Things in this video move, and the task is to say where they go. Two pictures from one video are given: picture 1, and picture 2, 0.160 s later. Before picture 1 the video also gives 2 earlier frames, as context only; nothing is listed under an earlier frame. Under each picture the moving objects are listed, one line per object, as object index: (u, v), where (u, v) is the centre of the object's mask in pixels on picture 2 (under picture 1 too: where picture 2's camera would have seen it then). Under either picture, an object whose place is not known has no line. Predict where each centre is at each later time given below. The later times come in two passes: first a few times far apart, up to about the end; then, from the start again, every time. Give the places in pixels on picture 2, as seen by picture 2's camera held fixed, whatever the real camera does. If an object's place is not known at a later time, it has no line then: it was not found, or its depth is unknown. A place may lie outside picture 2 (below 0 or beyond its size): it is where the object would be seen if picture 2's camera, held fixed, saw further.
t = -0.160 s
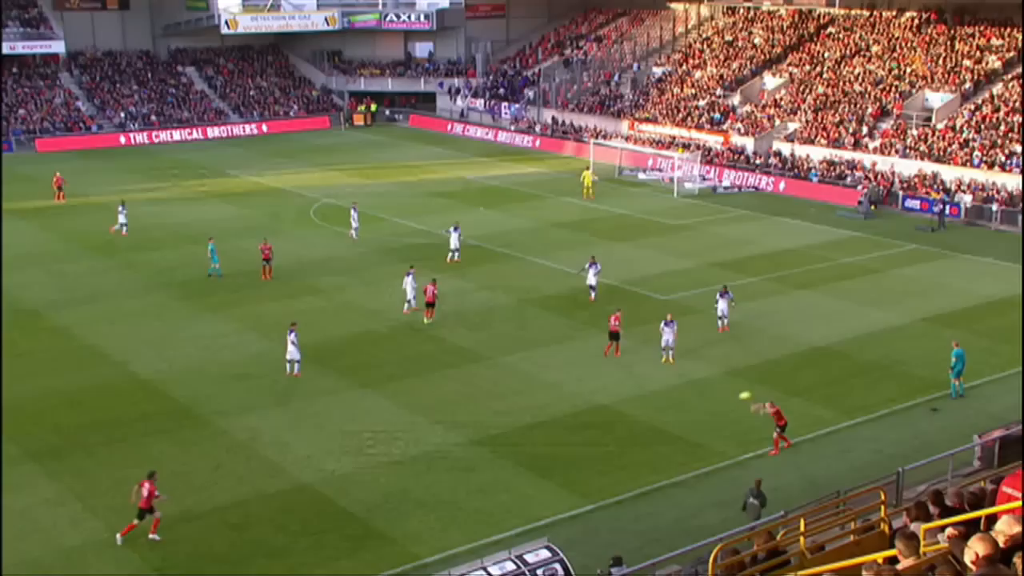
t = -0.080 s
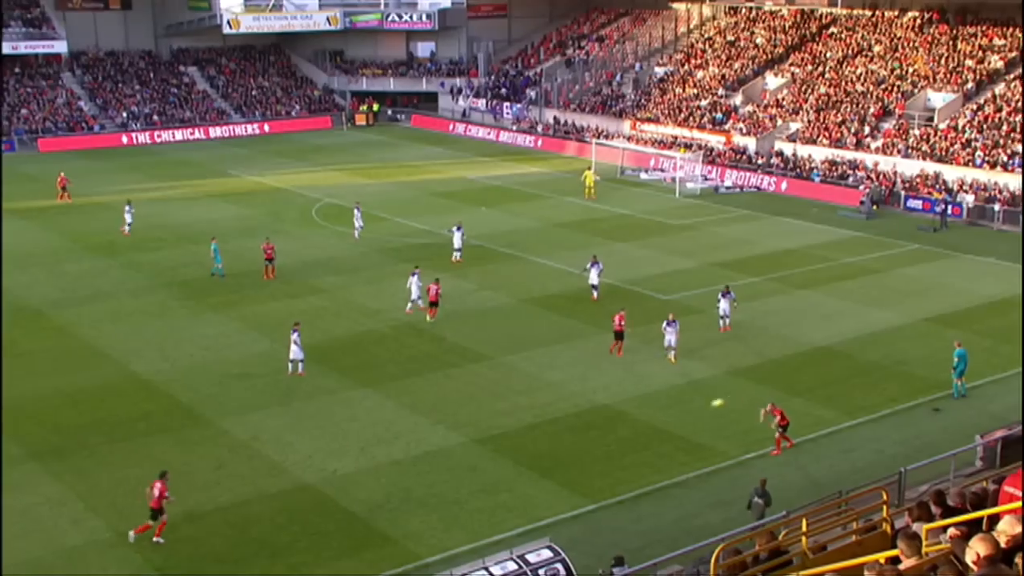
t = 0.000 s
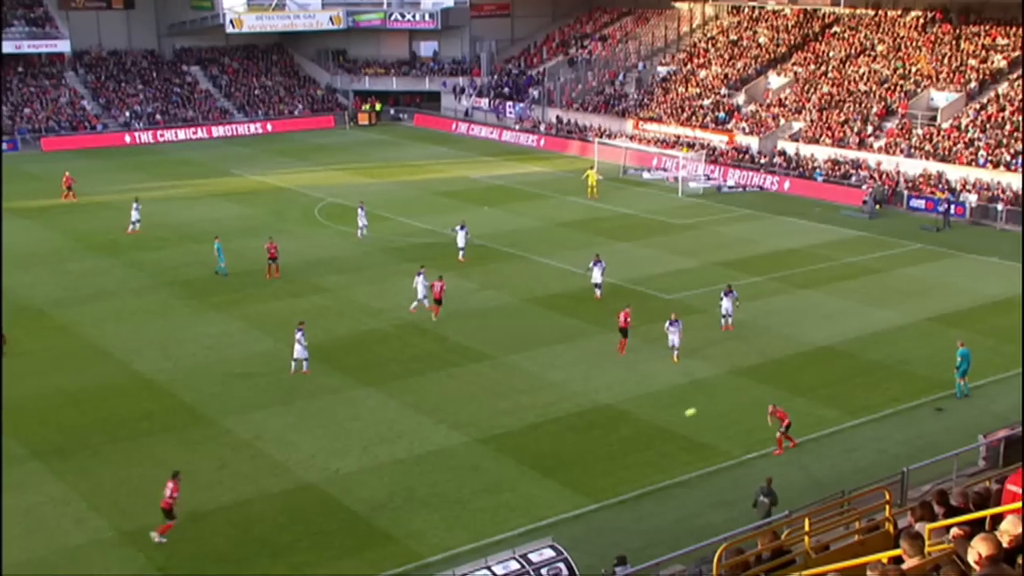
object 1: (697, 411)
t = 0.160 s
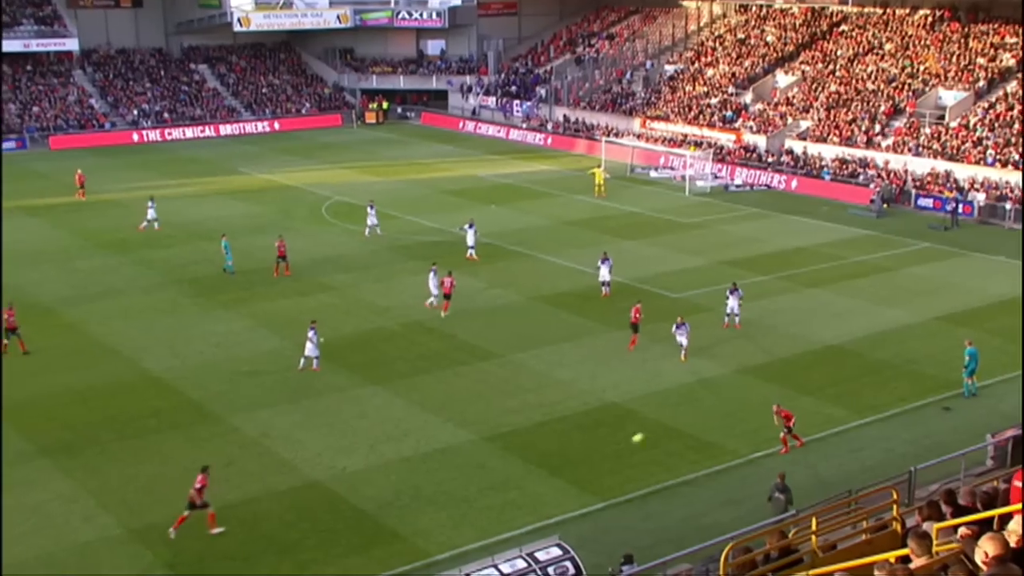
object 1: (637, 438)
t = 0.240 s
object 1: (607, 455)
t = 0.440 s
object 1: (545, 476)
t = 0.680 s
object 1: (495, 462)
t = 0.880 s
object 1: (453, 469)
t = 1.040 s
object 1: (420, 484)
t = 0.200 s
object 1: (622, 446)
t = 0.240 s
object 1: (607, 455)
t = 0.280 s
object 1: (592, 464)
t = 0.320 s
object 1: (577, 474)
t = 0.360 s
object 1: (562, 483)
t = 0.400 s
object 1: (553, 480)
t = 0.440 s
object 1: (545, 476)
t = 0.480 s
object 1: (536, 472)
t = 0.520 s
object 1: (528, 469)
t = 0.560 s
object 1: (520, 466)
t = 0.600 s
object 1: (511, 464)
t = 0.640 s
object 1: (503, 463)
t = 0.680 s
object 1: (495, 462)
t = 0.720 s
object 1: (486, 462)
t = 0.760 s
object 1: (478, 463)
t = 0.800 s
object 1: (470, 464)
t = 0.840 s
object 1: (461, 466)
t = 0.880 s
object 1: (453, 469)
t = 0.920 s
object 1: (445, 472)
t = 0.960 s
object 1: (437, 476)
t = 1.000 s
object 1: (428, 480)
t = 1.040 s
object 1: (420, 484)
